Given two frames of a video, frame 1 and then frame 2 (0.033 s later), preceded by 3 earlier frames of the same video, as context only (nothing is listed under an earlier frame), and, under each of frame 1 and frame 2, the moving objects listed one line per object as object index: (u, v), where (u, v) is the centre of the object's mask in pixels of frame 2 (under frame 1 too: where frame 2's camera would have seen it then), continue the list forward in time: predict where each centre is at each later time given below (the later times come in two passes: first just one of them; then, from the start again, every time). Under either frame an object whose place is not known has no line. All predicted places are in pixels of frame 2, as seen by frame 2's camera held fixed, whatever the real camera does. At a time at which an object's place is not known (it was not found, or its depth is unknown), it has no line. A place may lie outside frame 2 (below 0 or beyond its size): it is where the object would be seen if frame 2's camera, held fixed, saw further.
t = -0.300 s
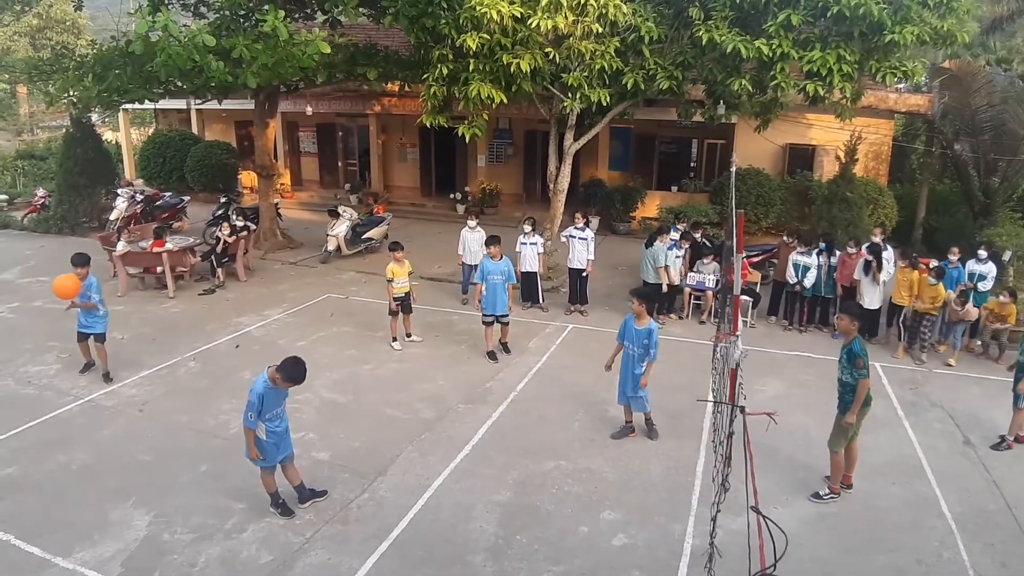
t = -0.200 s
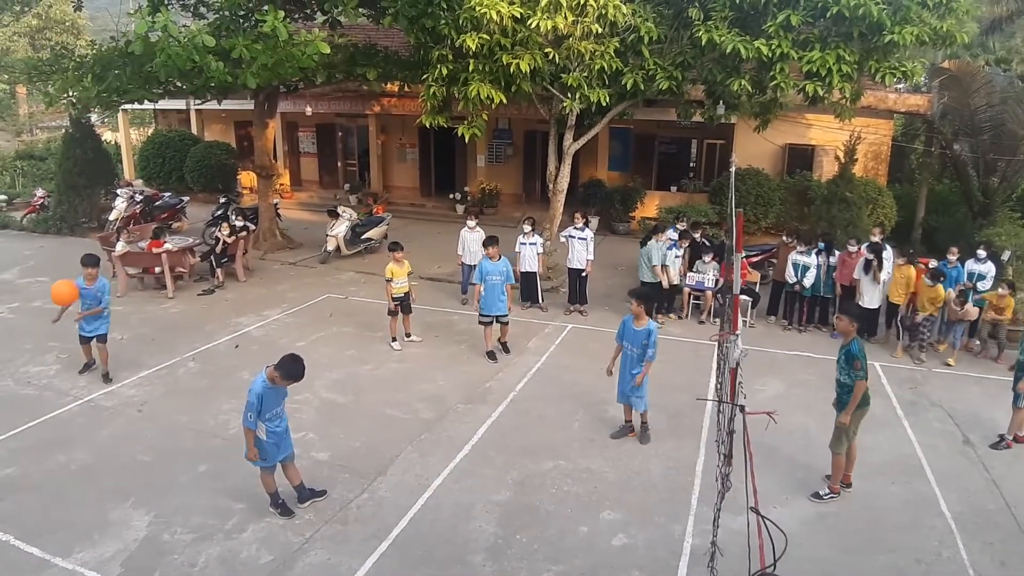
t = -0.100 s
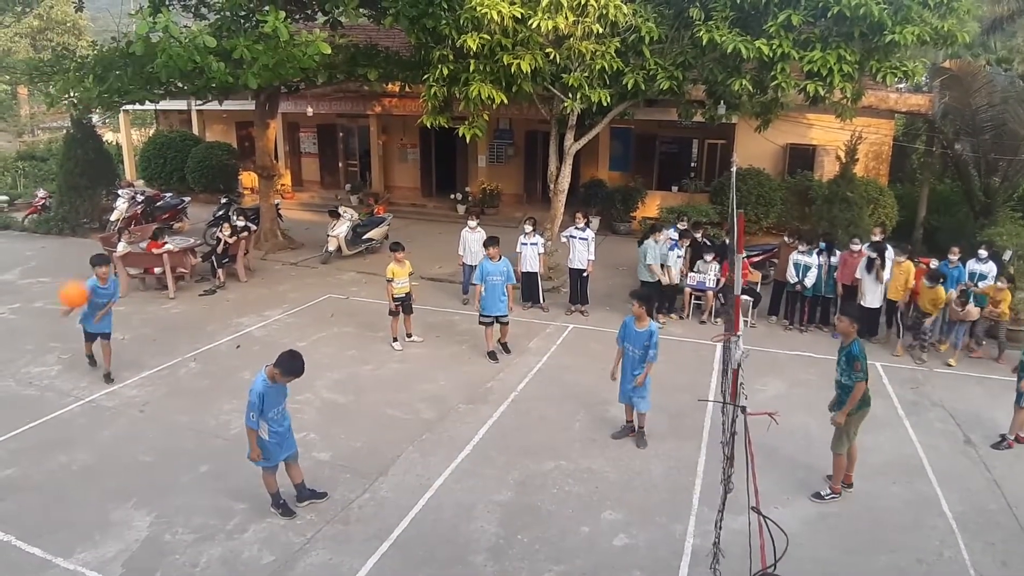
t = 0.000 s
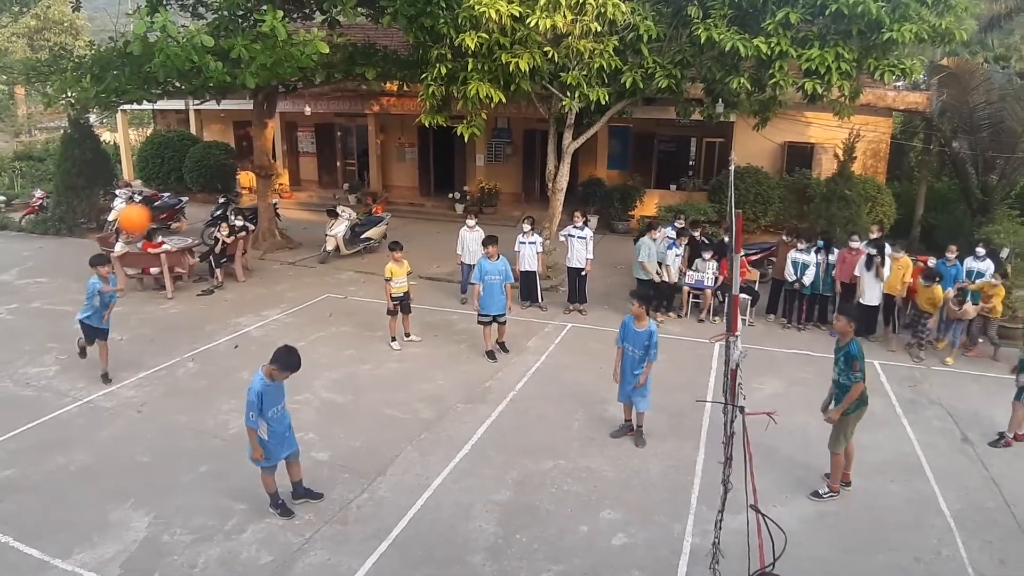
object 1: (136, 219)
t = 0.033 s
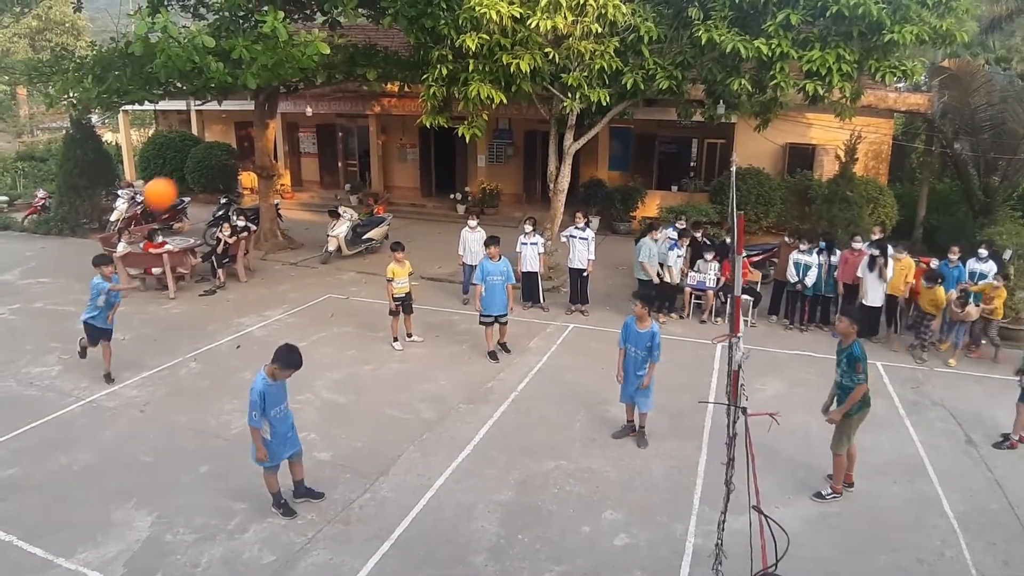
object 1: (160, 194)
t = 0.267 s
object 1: (354, 46)
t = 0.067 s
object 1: (184, 170)
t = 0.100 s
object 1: (210, 147)
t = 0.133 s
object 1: (238, 125)
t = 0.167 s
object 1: (267, 103)
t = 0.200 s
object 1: (296, 83)
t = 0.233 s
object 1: (324, 64)
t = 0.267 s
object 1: (354, 46)
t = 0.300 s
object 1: (385, 29)
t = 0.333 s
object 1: (416, 16)
